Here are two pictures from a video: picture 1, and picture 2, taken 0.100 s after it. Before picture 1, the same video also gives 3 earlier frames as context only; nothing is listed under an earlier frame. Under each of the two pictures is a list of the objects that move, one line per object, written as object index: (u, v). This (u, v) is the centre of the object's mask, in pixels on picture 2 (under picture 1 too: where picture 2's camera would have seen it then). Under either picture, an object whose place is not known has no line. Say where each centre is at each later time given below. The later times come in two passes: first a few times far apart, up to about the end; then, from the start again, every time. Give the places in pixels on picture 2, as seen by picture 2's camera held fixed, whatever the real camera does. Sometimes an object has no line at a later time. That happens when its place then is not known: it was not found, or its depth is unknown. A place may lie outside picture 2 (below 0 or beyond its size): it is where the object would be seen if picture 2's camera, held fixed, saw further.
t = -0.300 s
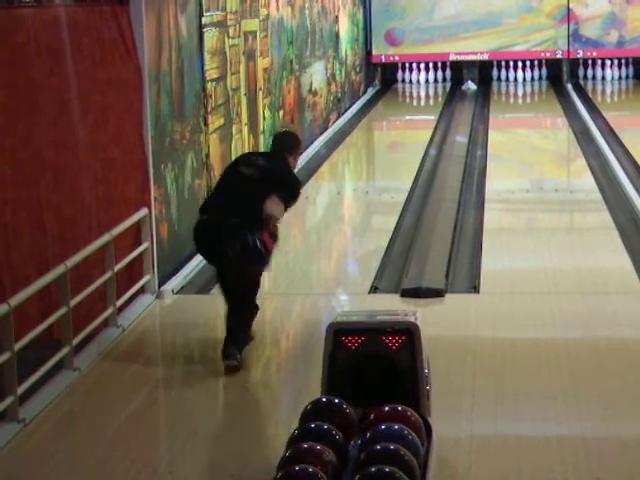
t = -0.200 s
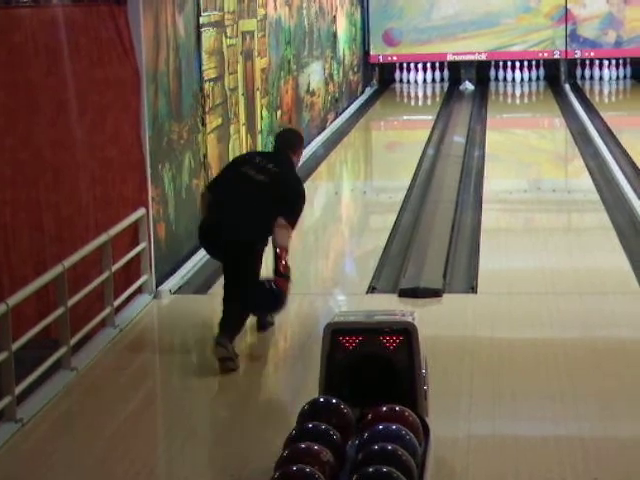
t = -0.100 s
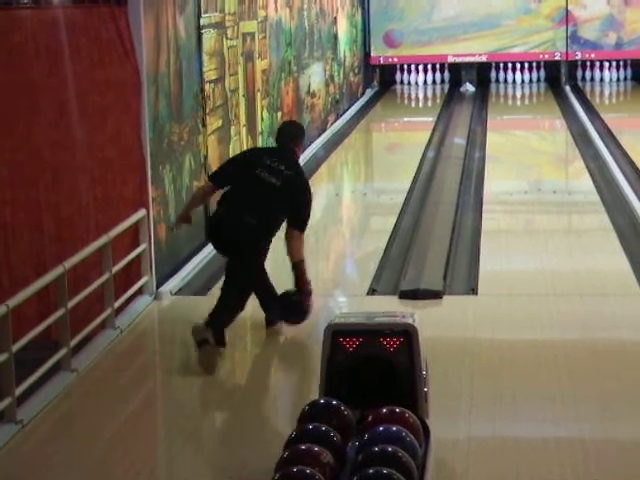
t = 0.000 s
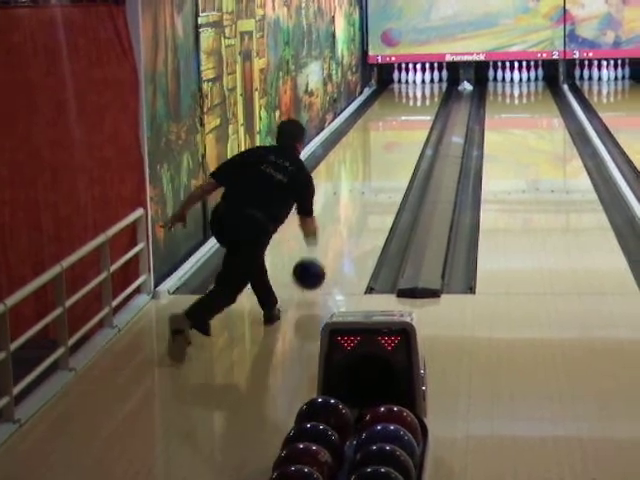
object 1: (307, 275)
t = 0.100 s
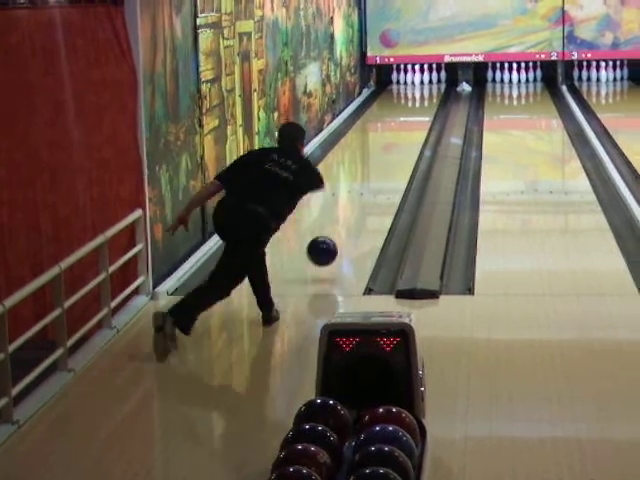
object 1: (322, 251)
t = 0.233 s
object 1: (338, 238)
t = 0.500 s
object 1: (364, 198)
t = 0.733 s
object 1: (380, 172)
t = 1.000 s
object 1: (394, 148)
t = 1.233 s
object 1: (404, 133)
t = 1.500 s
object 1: (413, 118)
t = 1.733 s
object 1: (418, 107)
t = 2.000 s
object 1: (422, 97)
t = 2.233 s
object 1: (423, 89)
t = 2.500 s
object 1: (424, 83)
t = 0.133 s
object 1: (326, 246)
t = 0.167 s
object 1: (330, 244)
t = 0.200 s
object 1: (335, 243)
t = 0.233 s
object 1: (338, 238)
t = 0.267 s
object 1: (342, 232)
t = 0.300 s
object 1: (346, 227)
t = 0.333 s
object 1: (349, 221)
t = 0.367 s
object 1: (352, 217)
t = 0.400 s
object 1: (355, 211)
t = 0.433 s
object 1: (358, 207)
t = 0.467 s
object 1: (361, 203)
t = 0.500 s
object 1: (364, 198)
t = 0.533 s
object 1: (366, 194)
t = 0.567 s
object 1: (369, 190)
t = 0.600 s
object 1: (371, 186)
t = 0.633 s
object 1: (374, 183)
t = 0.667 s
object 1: (376, 179)
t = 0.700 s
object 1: (378, 175)
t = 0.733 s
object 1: (380, 172)
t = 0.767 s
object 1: (382, 169)
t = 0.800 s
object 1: (384, 166)
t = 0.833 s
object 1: (386, 163)
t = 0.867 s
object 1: (388, 160)
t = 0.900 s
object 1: (390, 157)
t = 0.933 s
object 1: (391, 154)
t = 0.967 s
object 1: (393, 151)
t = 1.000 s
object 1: (394, 148)
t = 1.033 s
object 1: (396, 146)
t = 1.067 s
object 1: (398, 144)
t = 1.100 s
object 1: (399, 142)
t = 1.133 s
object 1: (400, 139)
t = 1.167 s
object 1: (401, 137)
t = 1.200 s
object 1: (403, 135)
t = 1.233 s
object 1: (404, 133)
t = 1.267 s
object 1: (405, 131)
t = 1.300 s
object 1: (406, 129)
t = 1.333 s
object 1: (408, 127)
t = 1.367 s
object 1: (408, 125)
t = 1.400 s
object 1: (410, 123)
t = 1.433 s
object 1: (411, 122)
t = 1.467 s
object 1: (412, 120)
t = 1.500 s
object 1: (413, 118)
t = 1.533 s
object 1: (413, 116)
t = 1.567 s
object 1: (414, 115)
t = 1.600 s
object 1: (415, 113)
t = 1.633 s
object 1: (415, 112)
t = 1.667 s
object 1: (417, 110)
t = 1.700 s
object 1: (417, 108)
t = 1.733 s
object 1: (418, 107)
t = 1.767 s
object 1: (418, 106)
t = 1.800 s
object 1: (419, 105)
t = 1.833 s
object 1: (419, 103)
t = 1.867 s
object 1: (420, 102)
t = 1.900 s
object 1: (420, 100)
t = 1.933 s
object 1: (421, 99)
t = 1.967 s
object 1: (421, 98)
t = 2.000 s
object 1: (422, 97)
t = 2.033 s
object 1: (422, 96)
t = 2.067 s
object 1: (422, 95)
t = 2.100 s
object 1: (422, 94)
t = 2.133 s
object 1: (423, 93)
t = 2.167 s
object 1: (423, 92)
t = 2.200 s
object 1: (423, 90)
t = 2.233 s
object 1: (423, 89)
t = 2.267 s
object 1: (423, 89)
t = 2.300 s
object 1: (423, 88)
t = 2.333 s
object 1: (424, 86)
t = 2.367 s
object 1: (424, 86)
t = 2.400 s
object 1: (424, 85)
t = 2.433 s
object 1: (424, 84)
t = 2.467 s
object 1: (424, 83)
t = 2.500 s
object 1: (424, 83)
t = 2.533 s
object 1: (424, 82)
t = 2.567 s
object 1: (424, 81)
